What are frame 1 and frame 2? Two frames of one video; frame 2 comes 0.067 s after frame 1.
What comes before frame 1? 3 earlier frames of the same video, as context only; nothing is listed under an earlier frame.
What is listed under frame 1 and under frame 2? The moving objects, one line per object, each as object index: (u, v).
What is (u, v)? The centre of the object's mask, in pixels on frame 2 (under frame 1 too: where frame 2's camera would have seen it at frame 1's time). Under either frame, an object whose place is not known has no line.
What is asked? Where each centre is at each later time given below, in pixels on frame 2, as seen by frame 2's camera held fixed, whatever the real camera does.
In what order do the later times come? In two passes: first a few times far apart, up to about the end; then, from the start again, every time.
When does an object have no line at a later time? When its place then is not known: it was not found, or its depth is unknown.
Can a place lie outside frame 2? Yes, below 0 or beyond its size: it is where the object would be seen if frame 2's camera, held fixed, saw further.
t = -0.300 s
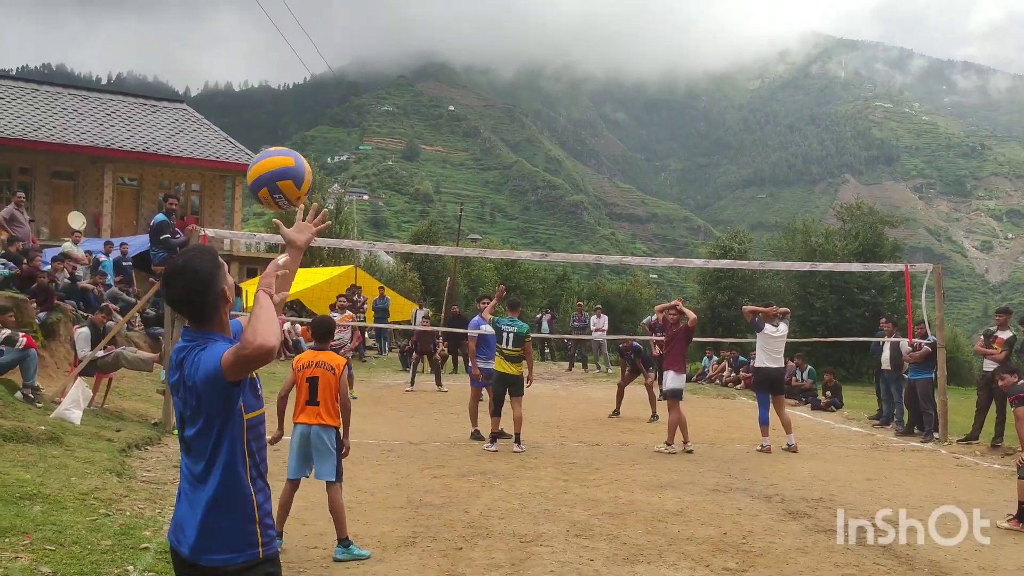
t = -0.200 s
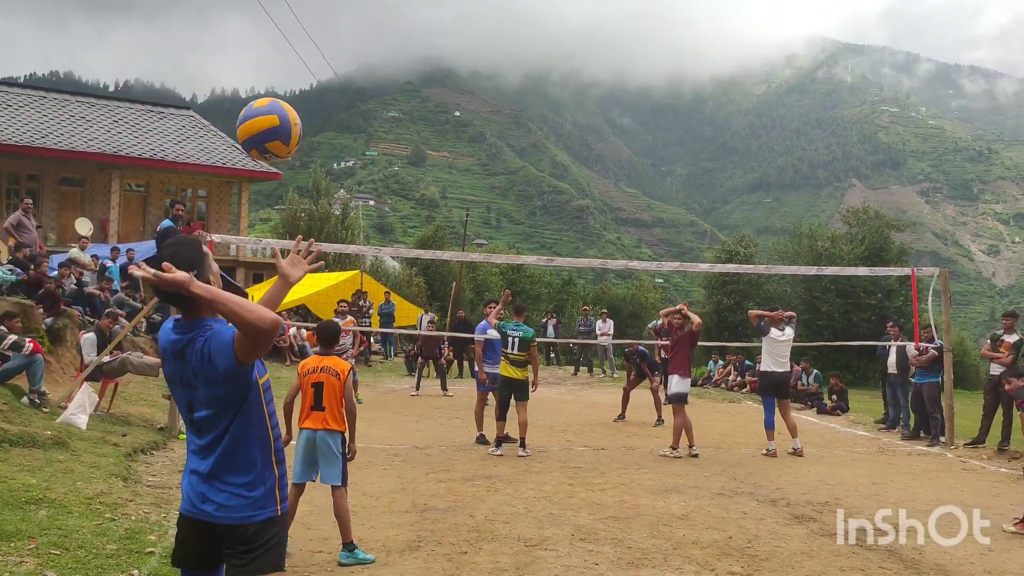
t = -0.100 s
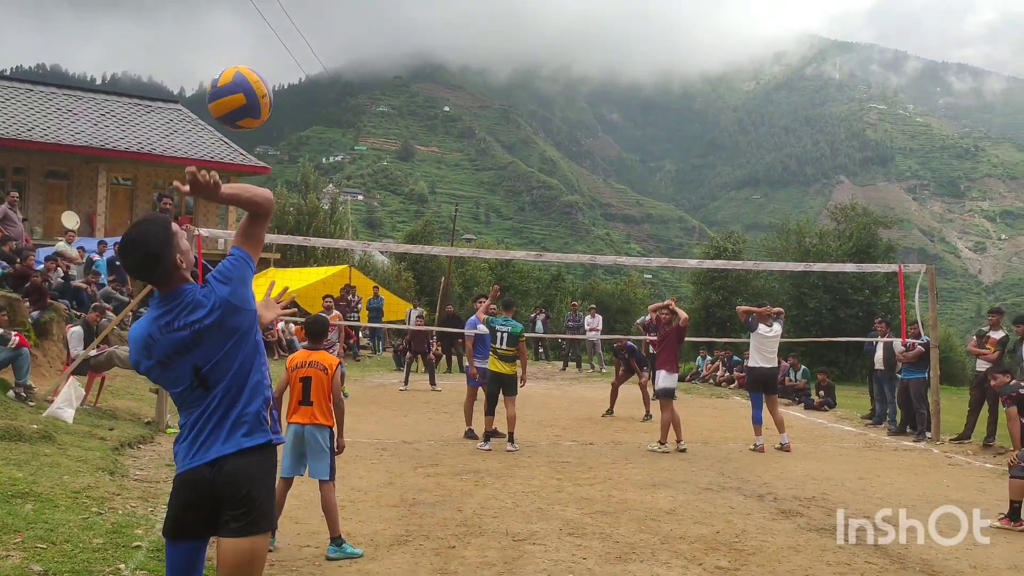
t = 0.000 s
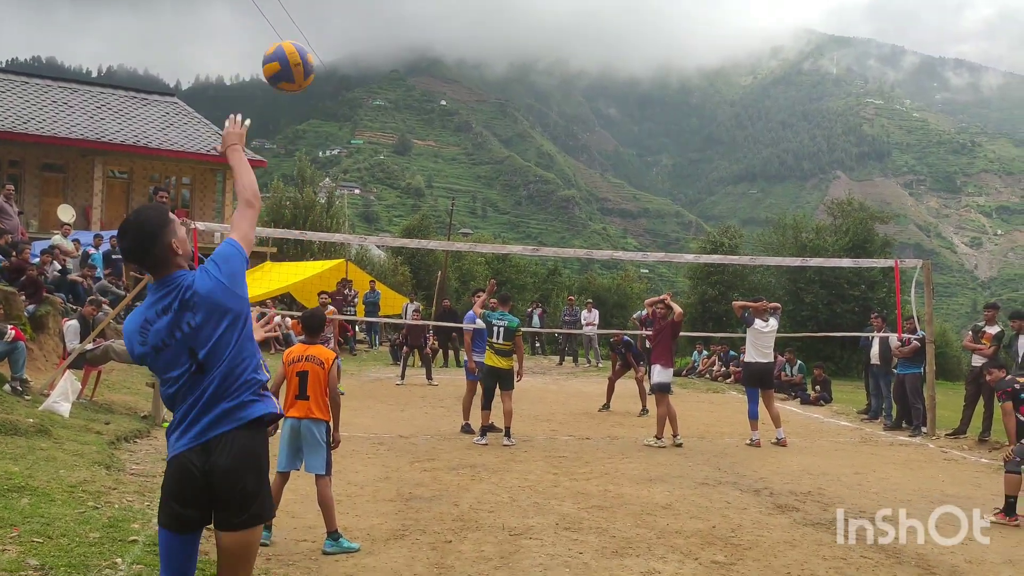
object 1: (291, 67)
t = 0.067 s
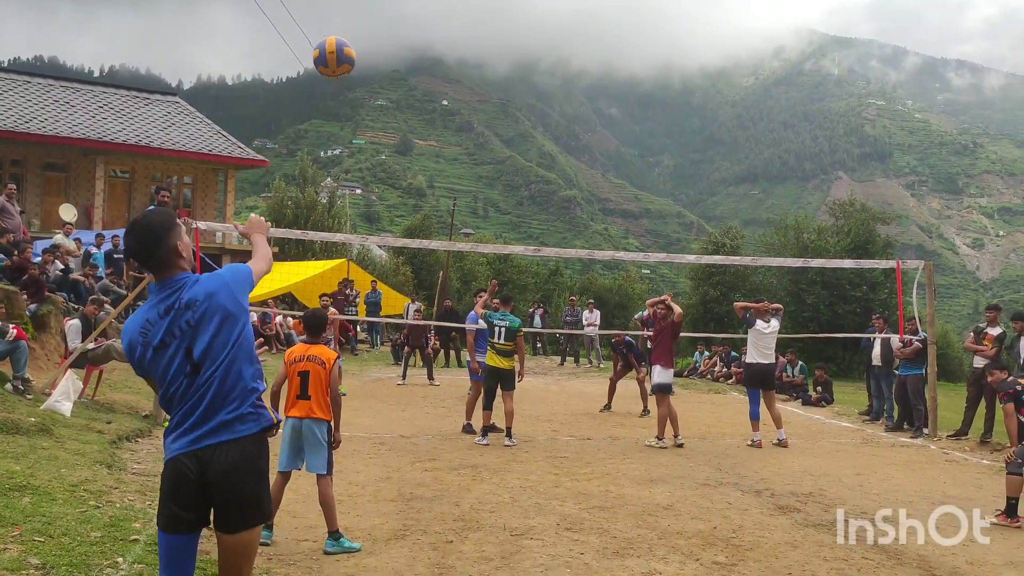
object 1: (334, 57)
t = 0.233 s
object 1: (393, 71)
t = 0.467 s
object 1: (429, 128)
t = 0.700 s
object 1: (445, 202)
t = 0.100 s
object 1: (350, 58)
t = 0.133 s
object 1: (363, 60)
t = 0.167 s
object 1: (375, 62)
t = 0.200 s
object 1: (384, 67)
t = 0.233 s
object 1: (393, 71)
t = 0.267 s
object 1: (401, 78)
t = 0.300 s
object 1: (408, 84)
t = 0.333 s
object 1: (413, 92)
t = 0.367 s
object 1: (419, 100)
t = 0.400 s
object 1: (423, 109)
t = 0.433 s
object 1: (427, 118)
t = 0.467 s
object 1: (429, 128)
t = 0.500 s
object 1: (432, 138)
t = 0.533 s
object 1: (435, 149)
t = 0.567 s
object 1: (437, 159)
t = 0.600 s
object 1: (439, 170)
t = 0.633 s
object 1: (441, 181)
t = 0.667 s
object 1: (443, 191)
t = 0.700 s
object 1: (445, 202)
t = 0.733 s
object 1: (447, 213)
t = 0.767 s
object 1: (448, 223)
